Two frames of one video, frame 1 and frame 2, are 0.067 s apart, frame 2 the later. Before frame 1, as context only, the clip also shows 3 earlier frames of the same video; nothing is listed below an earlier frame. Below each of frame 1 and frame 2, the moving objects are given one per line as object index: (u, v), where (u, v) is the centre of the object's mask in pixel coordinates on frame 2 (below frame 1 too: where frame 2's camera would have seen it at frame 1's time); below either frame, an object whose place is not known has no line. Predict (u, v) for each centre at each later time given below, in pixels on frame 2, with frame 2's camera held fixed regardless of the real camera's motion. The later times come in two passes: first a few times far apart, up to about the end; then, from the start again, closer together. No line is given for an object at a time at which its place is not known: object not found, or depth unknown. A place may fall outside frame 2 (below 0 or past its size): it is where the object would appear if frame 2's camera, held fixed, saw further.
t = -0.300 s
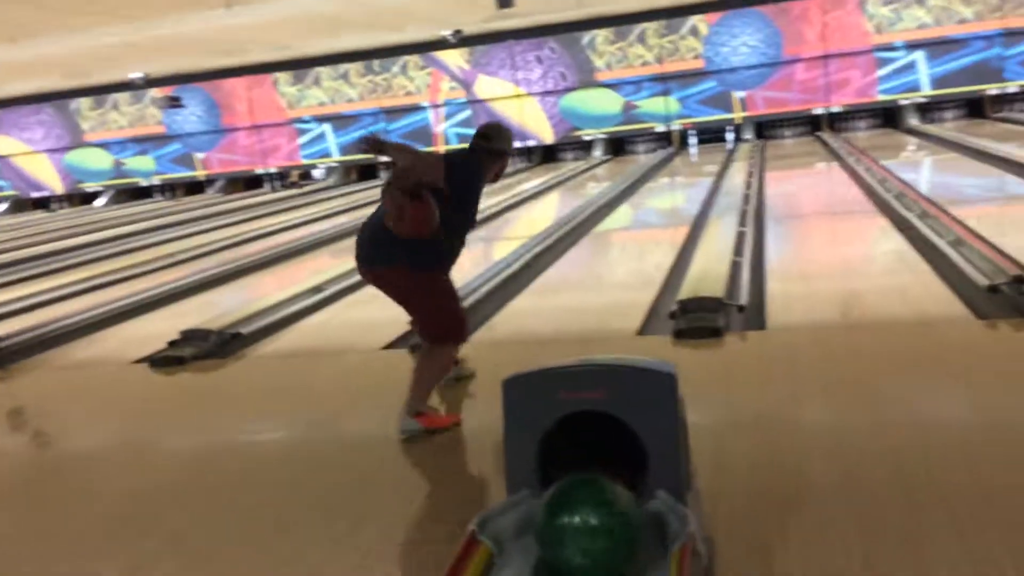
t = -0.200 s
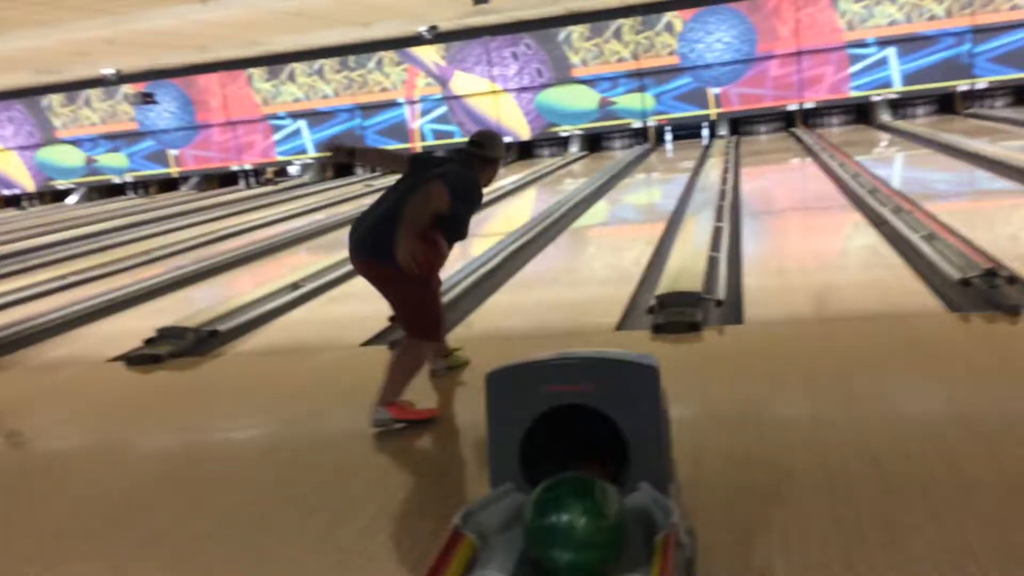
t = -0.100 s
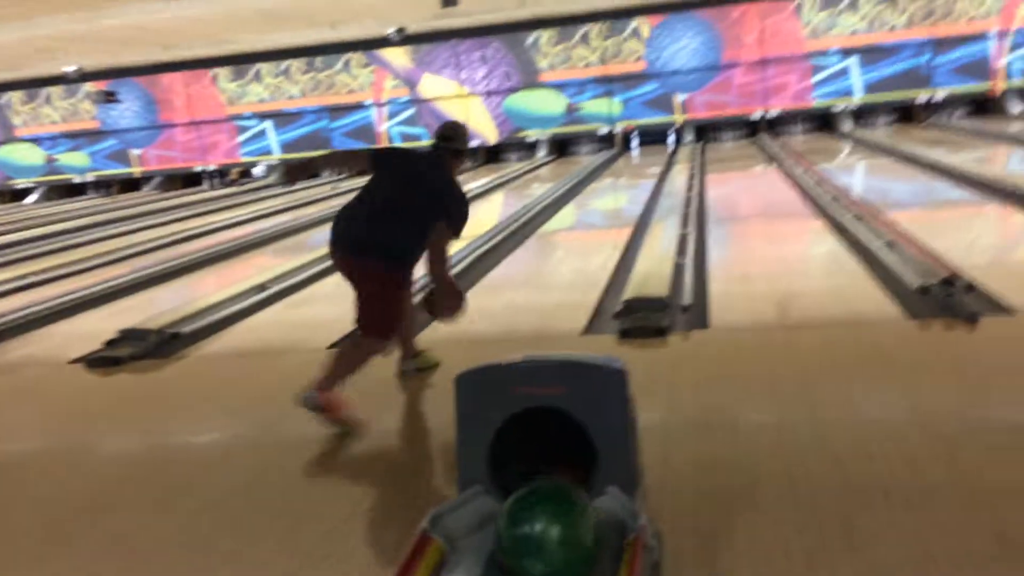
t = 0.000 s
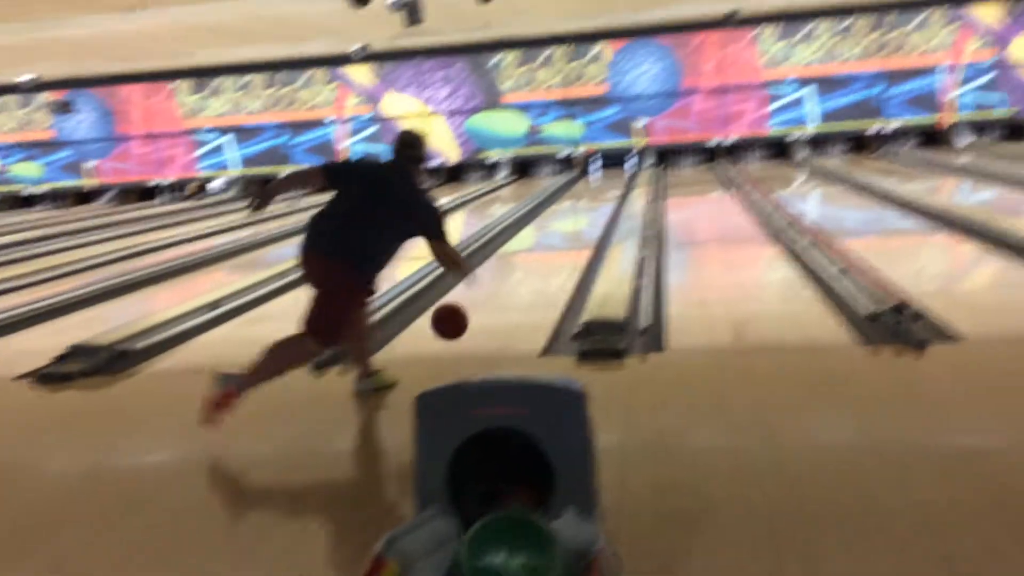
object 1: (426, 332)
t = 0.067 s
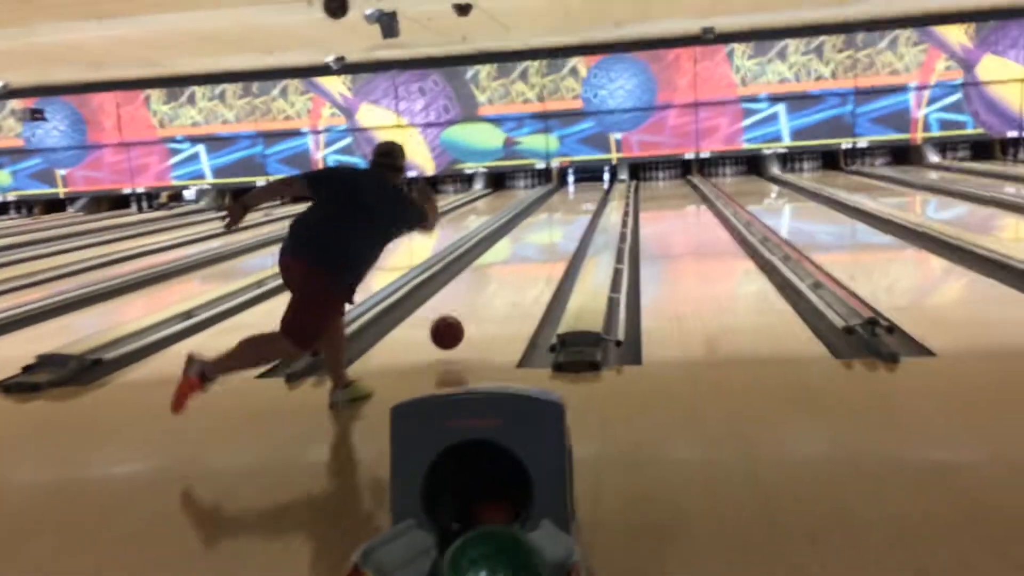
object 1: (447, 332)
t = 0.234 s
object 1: (484, 305)
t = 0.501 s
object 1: (520, 267)
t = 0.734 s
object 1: (541, 245)
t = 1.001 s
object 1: (556, 226)
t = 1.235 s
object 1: (566, 215)
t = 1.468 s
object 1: (573, 205)
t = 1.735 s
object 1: (579, 197)
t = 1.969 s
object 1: (582, 191)
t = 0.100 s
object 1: (457, 333)
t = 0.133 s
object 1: (465, 325)
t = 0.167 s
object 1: (471, 318)
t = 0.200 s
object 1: (478, 312)
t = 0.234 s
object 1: (484, 305)
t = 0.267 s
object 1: (490, 300)
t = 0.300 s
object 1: (495, 294)
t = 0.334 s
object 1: (500, 288)
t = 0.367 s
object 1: (505, 284)
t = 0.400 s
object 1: (509, 279)
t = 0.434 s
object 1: (513, 275)
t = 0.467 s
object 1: (517, 270)
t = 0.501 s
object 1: (520, 267)
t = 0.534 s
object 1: (524, 263)
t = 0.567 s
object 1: (527, 260)
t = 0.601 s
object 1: (530, 256)
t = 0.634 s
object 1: (533, 253)
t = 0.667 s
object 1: (536, 250)
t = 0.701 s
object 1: (538, 247)
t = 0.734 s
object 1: (541, 245)
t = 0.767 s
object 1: (543, 242)
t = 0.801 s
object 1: (545, 239)
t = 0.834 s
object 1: (547, 237)
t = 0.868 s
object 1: (549, 235)
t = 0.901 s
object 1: (551, 233)
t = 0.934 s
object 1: (553, 230)
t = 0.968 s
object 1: (555, 229)
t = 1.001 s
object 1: (556, 226)
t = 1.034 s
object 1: (558, 225)
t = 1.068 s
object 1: (559, 223)
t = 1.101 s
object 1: (561, 221)
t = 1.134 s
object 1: (562, 219)
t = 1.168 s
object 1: (563, 218)
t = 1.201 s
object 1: (565, 217)
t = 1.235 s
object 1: (566, 215)
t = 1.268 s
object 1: (567, 214)
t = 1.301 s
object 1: (567, 213)
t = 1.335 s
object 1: (569, 211)
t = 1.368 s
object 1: (570, 210)
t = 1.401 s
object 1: (572, 207)
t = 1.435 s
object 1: (573, 206)
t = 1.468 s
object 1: (573, 205)
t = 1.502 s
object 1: (574, 204)
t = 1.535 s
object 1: (575, 203)
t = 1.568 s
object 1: (576, 202)
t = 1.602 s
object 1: (576, 201)
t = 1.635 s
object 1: (577, 200)
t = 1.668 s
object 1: (578, 198)
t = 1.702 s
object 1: (578, 197)
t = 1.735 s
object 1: (579, 197)
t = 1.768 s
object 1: (579, 196)
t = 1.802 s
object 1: (579, 195)
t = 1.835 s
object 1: (580, 194)
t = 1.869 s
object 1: (580, 194)
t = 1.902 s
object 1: (581, 193)
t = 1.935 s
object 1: (581, 192)
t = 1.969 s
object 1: (582, 191)
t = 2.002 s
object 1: (583, 190)
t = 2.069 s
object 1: (583, 190)
